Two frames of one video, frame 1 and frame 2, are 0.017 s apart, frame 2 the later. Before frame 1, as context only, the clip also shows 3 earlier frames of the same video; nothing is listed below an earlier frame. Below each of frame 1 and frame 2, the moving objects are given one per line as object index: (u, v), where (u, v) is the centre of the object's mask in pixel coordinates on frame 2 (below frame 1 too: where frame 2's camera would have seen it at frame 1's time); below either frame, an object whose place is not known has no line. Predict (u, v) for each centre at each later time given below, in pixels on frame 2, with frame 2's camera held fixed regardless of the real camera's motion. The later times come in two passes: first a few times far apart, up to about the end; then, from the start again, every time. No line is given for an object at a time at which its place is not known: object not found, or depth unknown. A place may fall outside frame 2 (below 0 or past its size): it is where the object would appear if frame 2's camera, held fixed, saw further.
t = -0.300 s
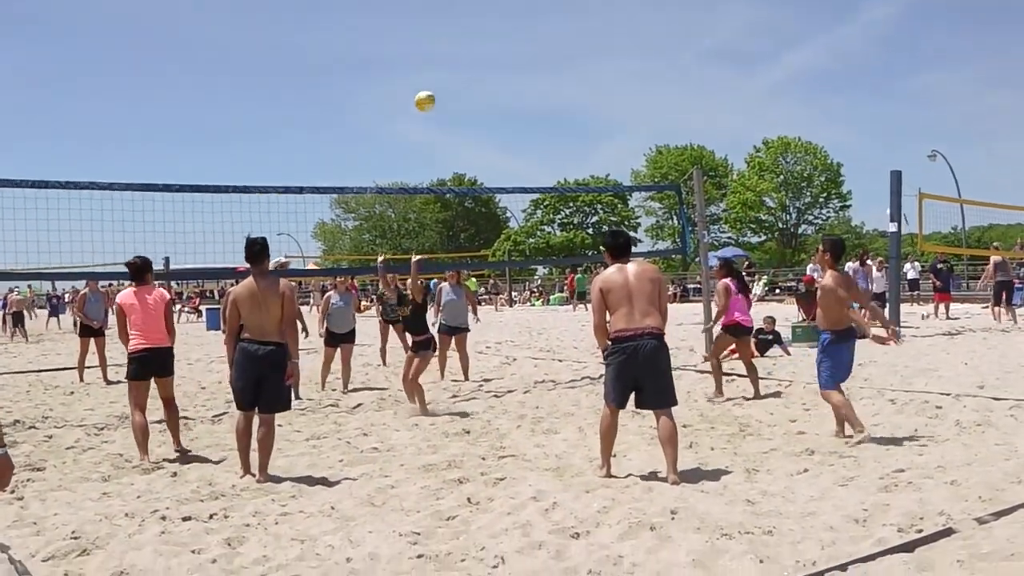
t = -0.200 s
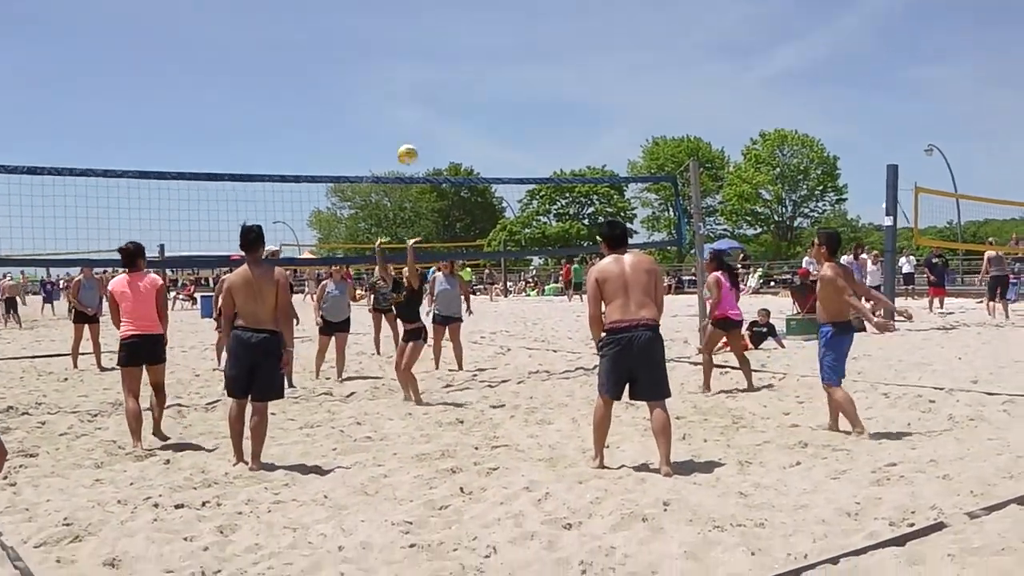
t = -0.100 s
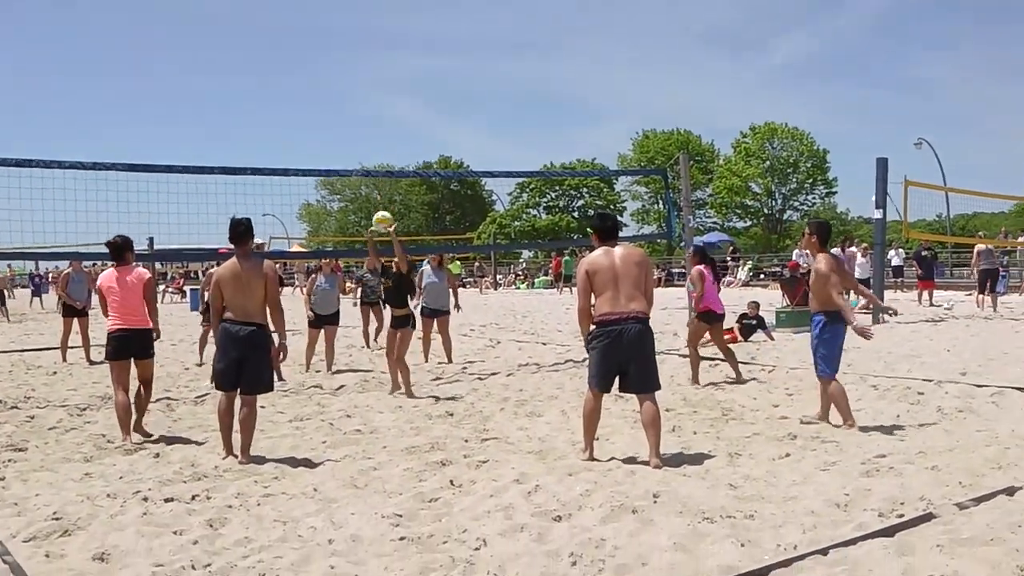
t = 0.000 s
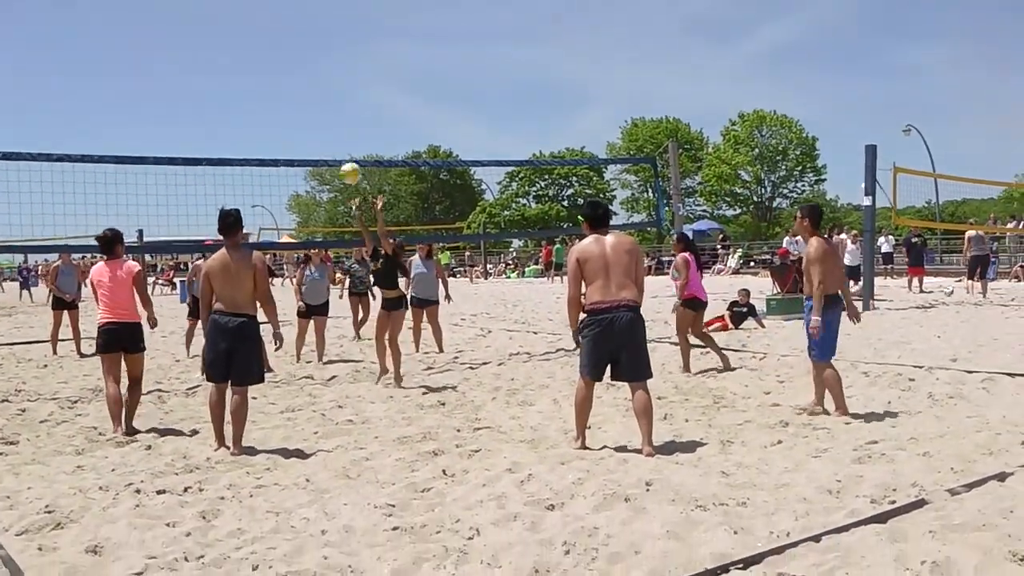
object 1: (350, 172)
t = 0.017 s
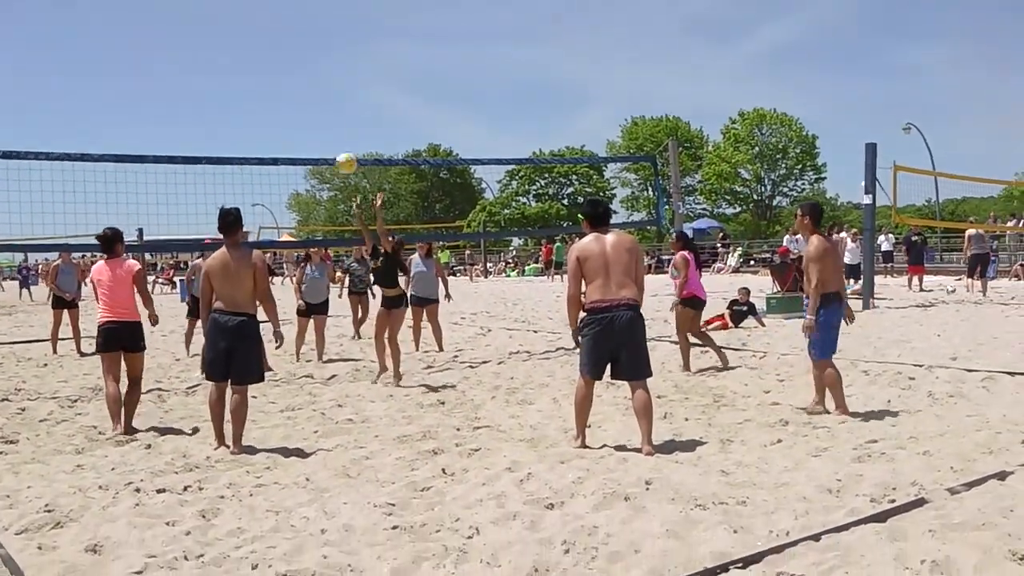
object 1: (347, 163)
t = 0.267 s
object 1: (278, 56)
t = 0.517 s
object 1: (203, 8)
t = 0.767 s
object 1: (122, 25)
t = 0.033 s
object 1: (342, 154)
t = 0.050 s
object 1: (337, 146)
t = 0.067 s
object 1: (332, 138)
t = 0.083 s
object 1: (328, 130)
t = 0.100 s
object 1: (324, 122)
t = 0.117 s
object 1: (319, 115)
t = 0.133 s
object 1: (316, 107)
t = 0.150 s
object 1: (312, 99)
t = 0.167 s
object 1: (307, 93)
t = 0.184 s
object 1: (302, 86)
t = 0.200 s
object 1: (297, 79)
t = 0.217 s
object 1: (292, 73)
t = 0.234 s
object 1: (287, 68)
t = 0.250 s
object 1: (283, 62)
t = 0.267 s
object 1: (278, 56)
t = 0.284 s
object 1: (274, 51)
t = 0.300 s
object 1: (268, 46)
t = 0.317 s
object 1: (263, 42)
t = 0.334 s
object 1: (258, 37)
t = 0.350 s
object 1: (254, 33)
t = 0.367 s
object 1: (249, 29)
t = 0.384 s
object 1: (244, 25)
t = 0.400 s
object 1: (239, 23)
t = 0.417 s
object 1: (234, 19)
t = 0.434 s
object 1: (229, 16)
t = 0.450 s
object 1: (223, 14)
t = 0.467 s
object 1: (219, 12)
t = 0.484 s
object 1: (214, 10)
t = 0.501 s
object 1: (209, 8)
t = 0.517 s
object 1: (203, 8)
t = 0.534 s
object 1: (198, 6)
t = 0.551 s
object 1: (193, 5)
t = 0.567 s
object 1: (187, 5)
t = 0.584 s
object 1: (182, 4)
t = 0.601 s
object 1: (176, 4)
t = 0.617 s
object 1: (171, 5)
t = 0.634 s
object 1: (166, 7)
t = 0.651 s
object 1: (161, 7)
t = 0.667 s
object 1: (156, 9)
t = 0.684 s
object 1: (151, 11)
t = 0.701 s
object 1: (145, 13)
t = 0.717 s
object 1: (139, 15)
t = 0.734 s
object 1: (134, 18)
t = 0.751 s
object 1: (128, 21)
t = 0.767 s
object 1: (122, 25)
